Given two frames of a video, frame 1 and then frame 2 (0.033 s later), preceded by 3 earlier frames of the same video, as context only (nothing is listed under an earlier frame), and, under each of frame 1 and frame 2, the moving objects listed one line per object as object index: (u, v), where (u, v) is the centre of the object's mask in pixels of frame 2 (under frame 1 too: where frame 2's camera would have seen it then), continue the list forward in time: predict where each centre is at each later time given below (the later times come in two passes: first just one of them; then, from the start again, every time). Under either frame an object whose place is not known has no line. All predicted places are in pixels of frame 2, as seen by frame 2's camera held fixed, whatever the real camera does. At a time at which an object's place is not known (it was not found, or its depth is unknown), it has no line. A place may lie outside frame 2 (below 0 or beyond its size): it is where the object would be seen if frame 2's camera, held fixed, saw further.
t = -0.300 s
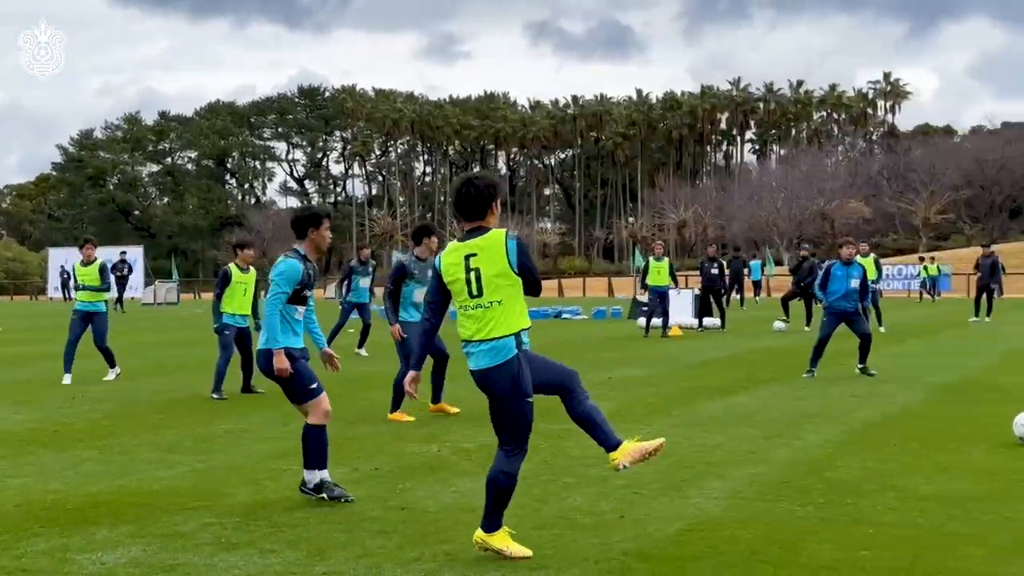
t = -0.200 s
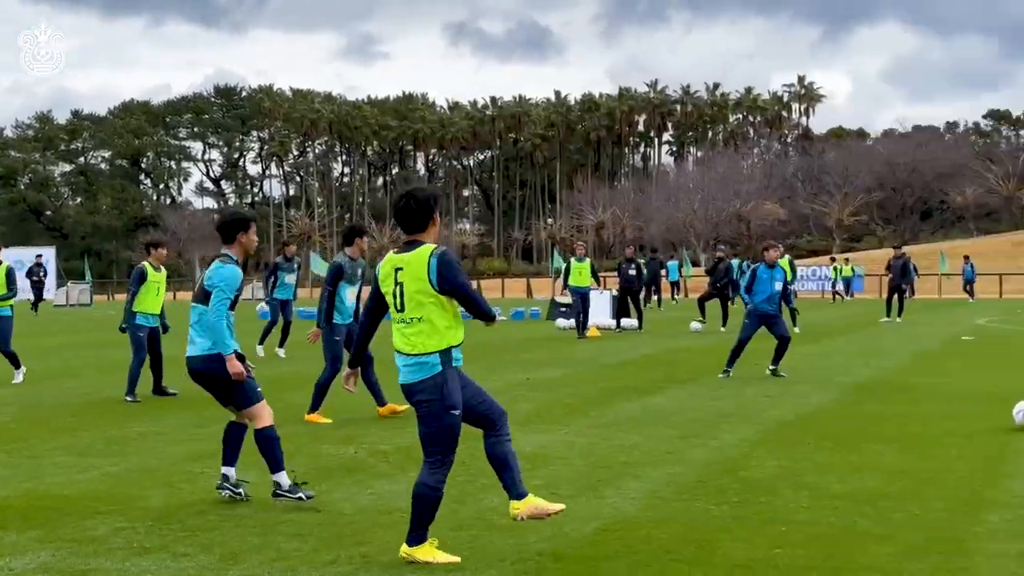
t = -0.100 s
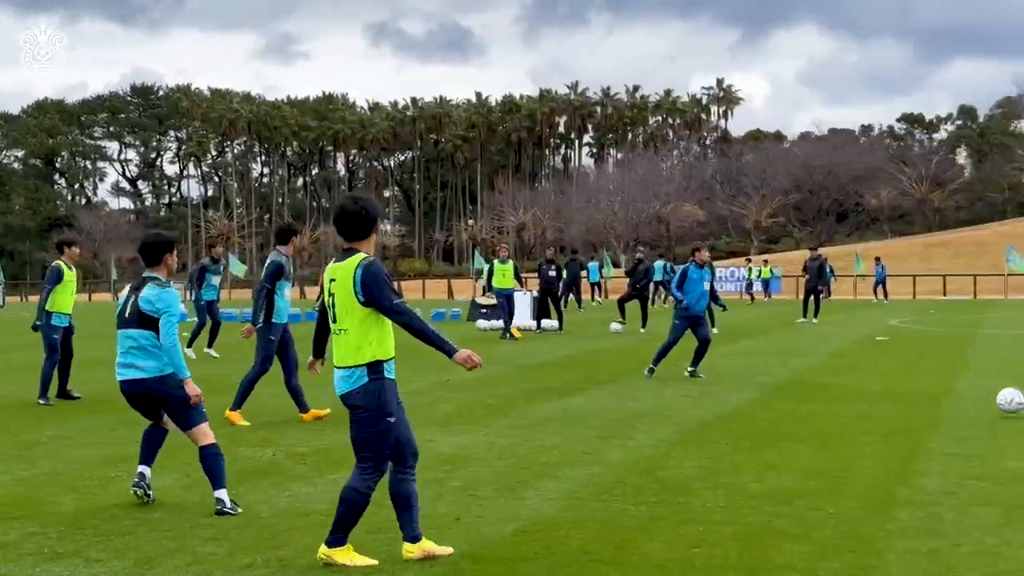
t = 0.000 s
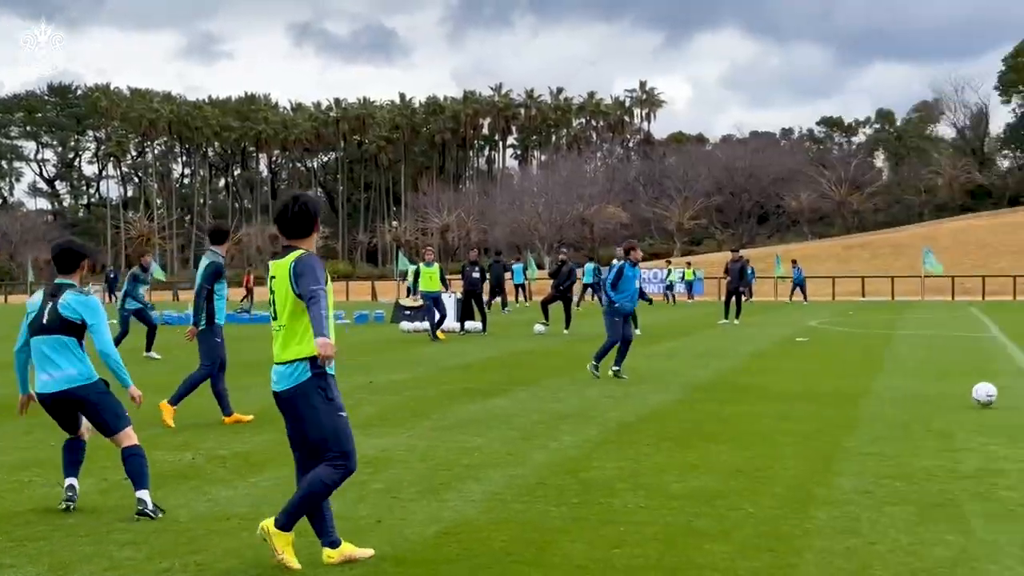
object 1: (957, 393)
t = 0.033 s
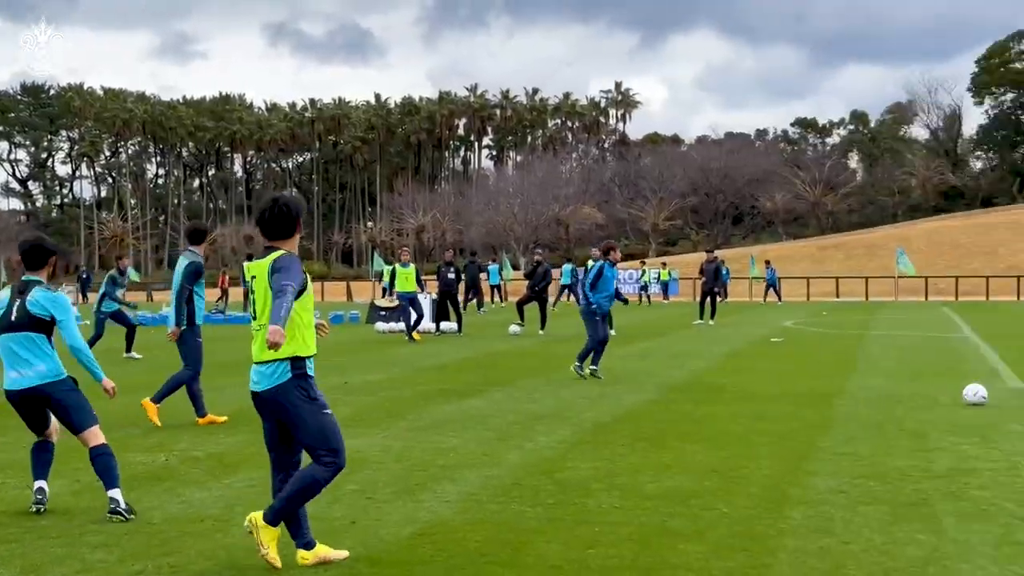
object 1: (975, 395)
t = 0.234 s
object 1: (1065, 378)
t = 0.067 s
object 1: (991, 389)
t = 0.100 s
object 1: (1006, 384)
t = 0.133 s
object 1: (1022, 380)
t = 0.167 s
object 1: (1037, 378)
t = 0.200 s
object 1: (1051, 377)
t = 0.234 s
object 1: (1065, 378)
